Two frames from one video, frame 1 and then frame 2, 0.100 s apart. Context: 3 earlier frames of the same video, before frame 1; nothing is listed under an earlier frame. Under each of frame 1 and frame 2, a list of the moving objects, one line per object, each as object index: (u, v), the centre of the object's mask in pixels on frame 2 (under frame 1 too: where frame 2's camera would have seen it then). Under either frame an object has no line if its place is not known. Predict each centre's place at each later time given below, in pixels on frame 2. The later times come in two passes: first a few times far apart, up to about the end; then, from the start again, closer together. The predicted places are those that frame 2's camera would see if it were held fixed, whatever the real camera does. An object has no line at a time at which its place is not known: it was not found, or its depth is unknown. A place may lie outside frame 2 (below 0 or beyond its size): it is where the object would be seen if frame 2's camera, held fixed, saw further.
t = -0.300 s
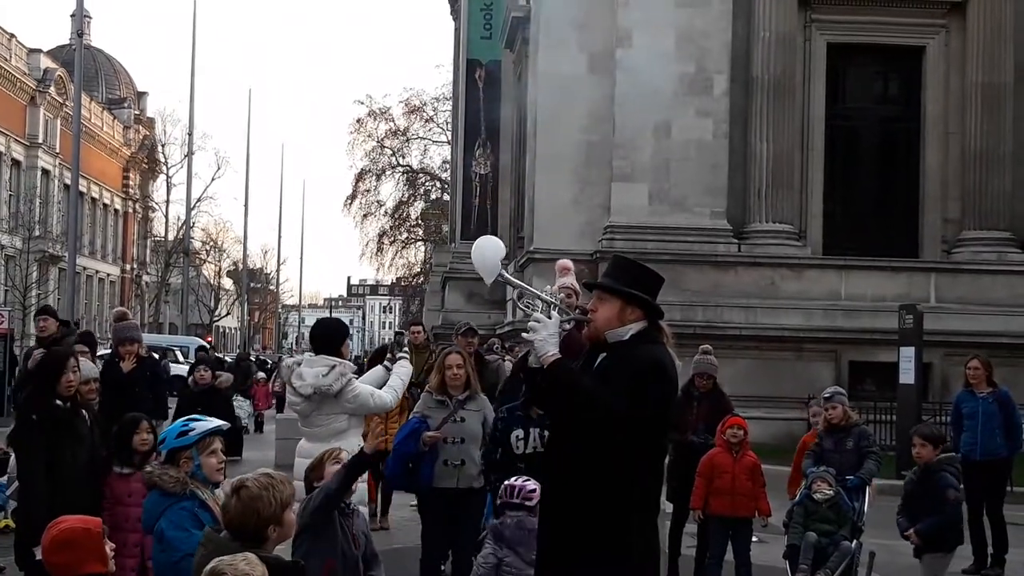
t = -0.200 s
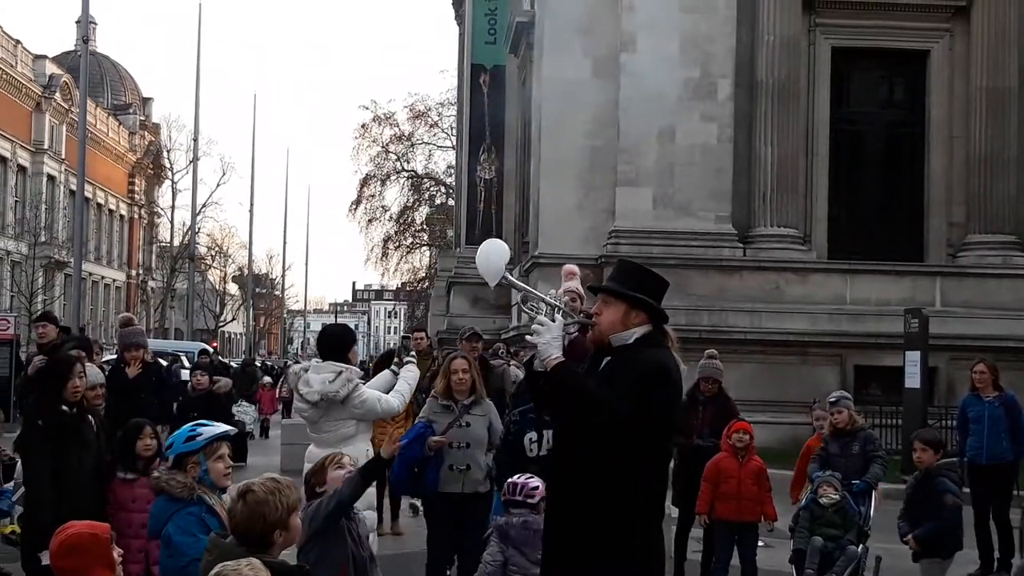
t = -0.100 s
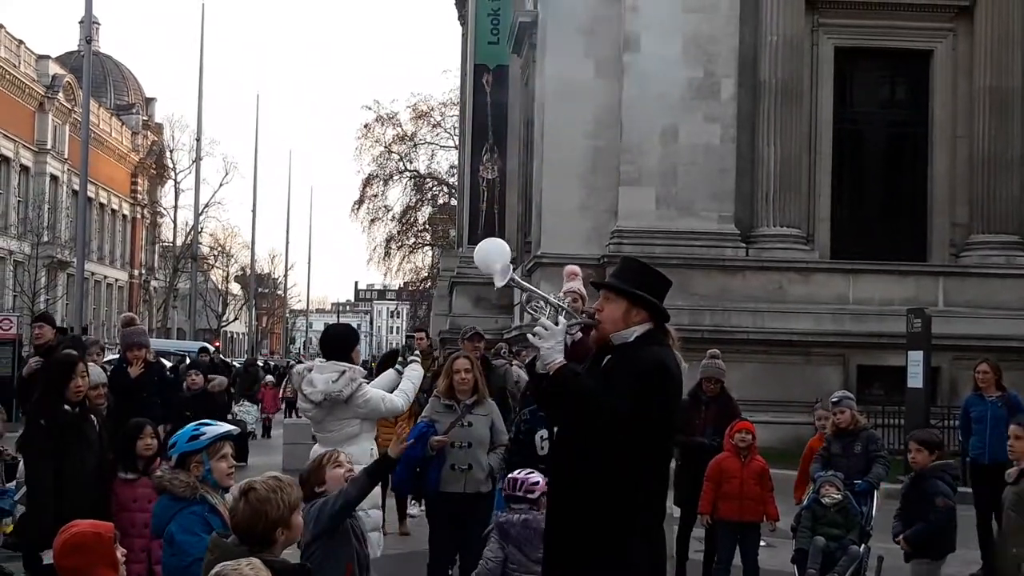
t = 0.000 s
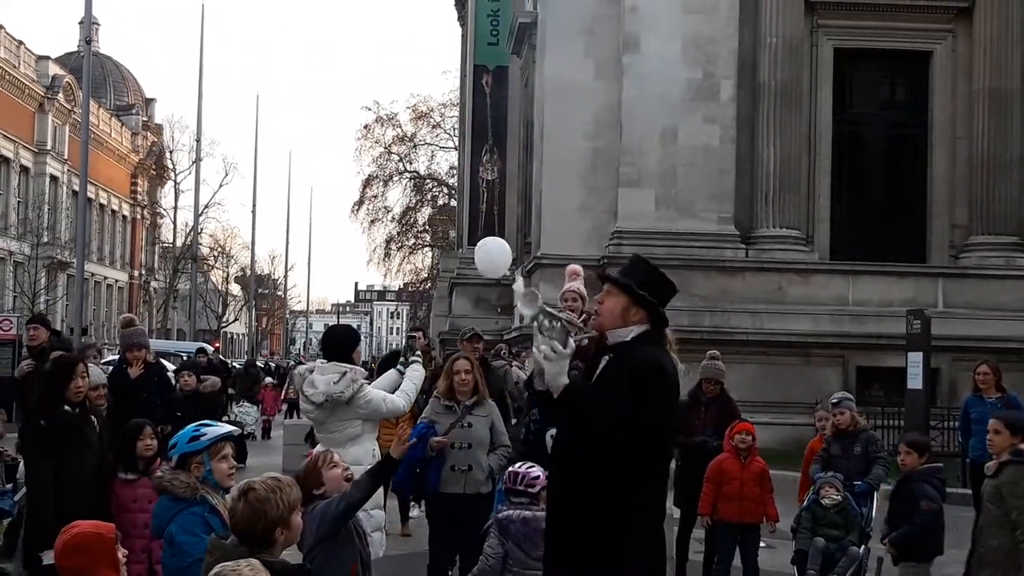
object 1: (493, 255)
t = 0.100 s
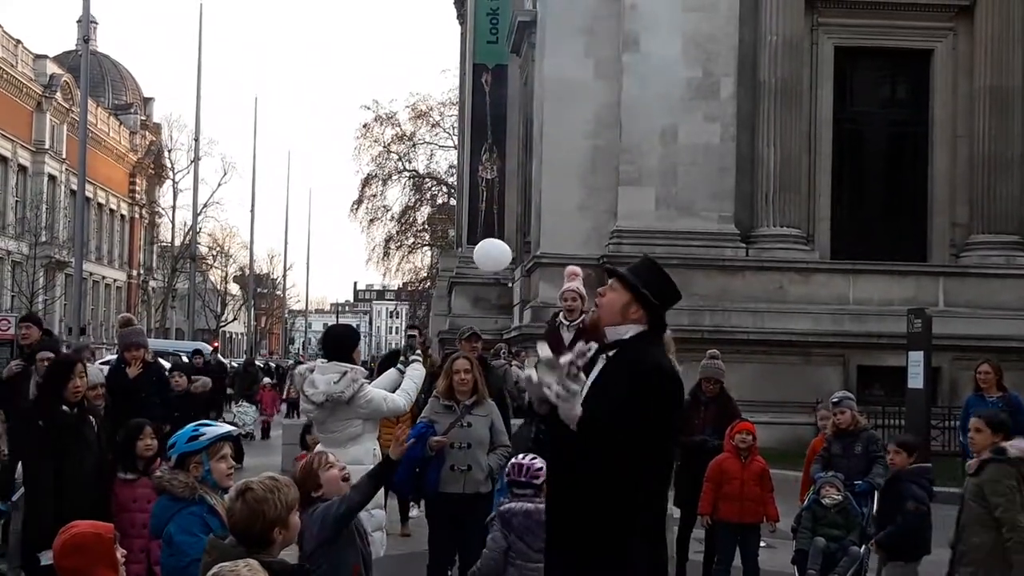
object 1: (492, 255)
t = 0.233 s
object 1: (494, 253)
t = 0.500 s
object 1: (499, 250)
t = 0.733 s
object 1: (477, 234)
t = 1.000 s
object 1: (463, 203)
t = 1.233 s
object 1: (463, 187)
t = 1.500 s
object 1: (458, 177)
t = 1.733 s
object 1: (446, 168)
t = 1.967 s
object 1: (431, 160)
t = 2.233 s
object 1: (418, 153)
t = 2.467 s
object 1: (411, 148)
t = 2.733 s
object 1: (405, 146)
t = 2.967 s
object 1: (405, 146)
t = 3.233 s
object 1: (411, 149)
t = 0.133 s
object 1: (492, 253)
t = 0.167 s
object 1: (491, 253)
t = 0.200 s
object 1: (493, 253)
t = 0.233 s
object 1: (494, 253)
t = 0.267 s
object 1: (494, 253)
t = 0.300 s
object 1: (494, 252)
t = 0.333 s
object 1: (496, 253)
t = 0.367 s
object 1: (496, 252)
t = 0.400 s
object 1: (497, 251)
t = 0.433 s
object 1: (498, 251)
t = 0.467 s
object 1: (498, 251)
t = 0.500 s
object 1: (499, 250)
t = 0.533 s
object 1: (498, 247)
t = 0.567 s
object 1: (497, 244)
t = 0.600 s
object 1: (496, 240)
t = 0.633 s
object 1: (495, 239)
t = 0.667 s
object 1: (489, 238)
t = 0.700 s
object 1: (483, 236)
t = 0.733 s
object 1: (477, 234)
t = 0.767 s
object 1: (482, 229)
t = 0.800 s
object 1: (479, 225)
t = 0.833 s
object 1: (476, 220)
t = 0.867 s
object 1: (473, 217)
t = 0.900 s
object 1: (471, 213)
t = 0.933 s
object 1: (468, 210)
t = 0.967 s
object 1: (465, 207)
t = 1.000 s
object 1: (463, 203)
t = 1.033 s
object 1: (463, 200)
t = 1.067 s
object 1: (463, 197)
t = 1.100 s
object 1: (462, 194)
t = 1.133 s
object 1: (463, 192)
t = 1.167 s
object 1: (462, 190)
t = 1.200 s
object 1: (462, 188)
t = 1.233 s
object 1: (463, 187)
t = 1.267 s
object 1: (463, 185)
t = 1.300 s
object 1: (463, 184)
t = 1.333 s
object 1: (463, 183)
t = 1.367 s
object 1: (463, 182)
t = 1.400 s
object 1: (462, 180)
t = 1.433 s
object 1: (461, 178)
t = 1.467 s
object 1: (460, 178)
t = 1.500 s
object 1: (458, 177)
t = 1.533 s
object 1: (457, 176)
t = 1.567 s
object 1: (455, 175)
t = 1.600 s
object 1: (454, 173)
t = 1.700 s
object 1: (448, 169)
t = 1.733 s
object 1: (446, 168)
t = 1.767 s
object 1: (444, 167)
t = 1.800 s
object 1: (442, 166)
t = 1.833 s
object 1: (439, 164)
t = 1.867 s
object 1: (438, 164)
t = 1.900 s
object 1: (436, 163)
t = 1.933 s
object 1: (433, 161)
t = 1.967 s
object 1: (431, 160)
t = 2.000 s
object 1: (431, 159)
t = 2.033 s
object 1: (428, 157)
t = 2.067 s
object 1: (427, 156)
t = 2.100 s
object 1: (425, 156)
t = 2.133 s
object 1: (423, 155)
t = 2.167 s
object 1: (422, 154)
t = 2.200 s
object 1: (420, 153)
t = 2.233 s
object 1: (418, 153)
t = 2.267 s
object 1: (418, 152)
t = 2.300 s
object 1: (417, 151)
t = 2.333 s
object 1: (415, 150)
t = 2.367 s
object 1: (414, 149)
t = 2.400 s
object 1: (414, 149)
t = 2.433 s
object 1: (413, 149)
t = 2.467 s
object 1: (411, 148)
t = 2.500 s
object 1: (410, 147)
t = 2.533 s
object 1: (409, 147)
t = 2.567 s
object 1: (408, 147)
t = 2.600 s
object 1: (407, 147)
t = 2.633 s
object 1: (407, 147)
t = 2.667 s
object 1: (407, 147)
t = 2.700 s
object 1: (406, 146)
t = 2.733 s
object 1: (405, 146)
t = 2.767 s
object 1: (406, 146)
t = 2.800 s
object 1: (405, 145)
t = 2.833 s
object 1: (405, 145)
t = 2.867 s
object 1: (405, 145)
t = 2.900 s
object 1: (405, 146)
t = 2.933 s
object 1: (405, 146)
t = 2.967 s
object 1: (405, 146)
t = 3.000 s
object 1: (406, 147)
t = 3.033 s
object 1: (406, 147)
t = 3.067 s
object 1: (407, 147)
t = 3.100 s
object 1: (408, 147)
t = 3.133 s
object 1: (408, 147)
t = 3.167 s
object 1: (409, 148)
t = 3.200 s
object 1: (409, 148)
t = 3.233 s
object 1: (411, 149)
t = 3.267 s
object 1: (412, 149)
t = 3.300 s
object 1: (413, 149)
